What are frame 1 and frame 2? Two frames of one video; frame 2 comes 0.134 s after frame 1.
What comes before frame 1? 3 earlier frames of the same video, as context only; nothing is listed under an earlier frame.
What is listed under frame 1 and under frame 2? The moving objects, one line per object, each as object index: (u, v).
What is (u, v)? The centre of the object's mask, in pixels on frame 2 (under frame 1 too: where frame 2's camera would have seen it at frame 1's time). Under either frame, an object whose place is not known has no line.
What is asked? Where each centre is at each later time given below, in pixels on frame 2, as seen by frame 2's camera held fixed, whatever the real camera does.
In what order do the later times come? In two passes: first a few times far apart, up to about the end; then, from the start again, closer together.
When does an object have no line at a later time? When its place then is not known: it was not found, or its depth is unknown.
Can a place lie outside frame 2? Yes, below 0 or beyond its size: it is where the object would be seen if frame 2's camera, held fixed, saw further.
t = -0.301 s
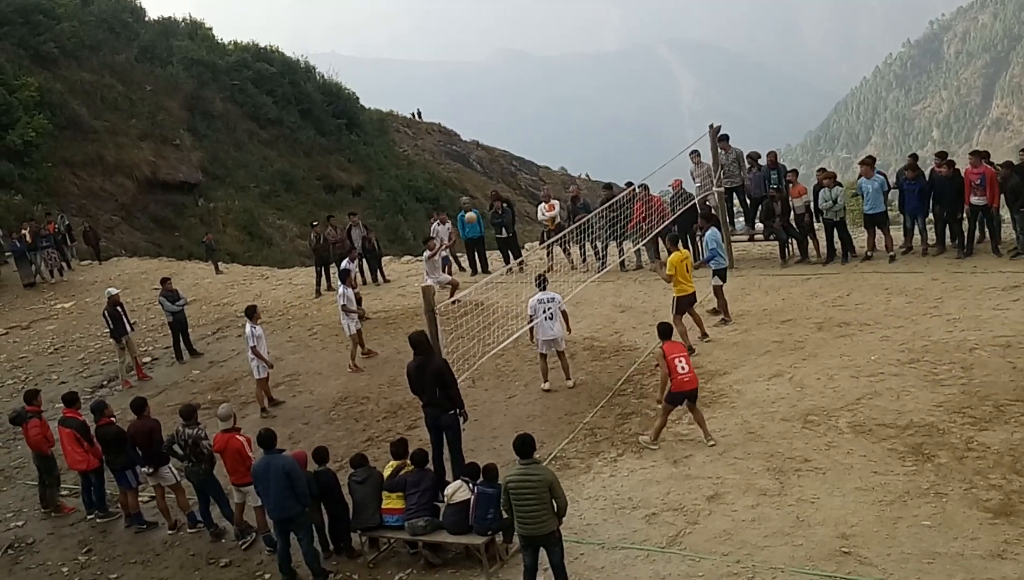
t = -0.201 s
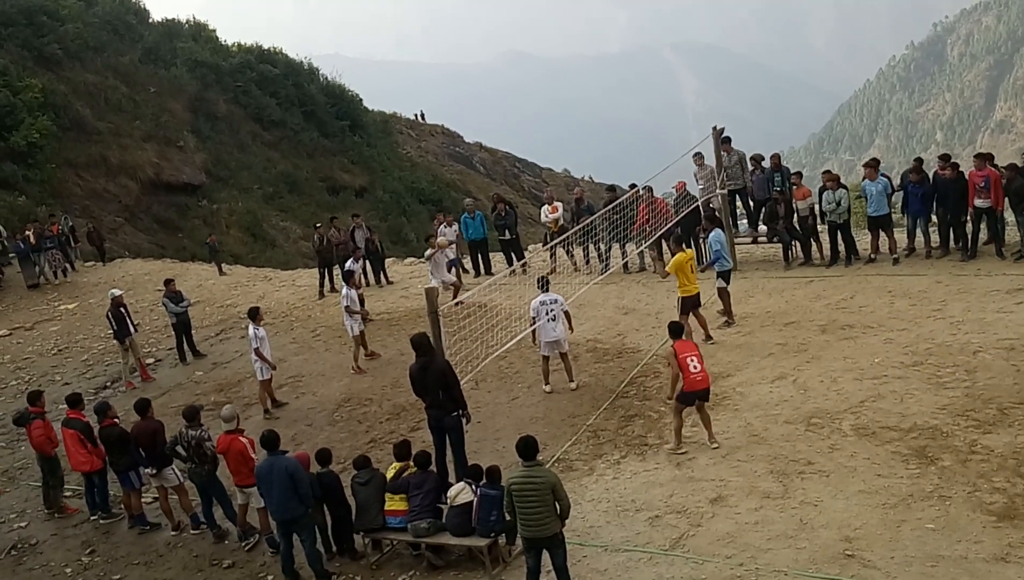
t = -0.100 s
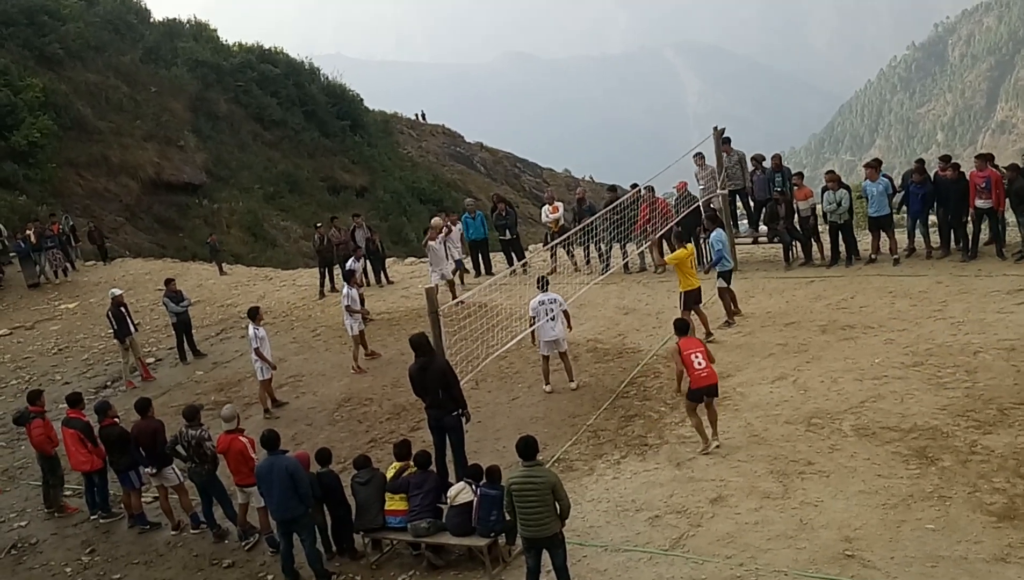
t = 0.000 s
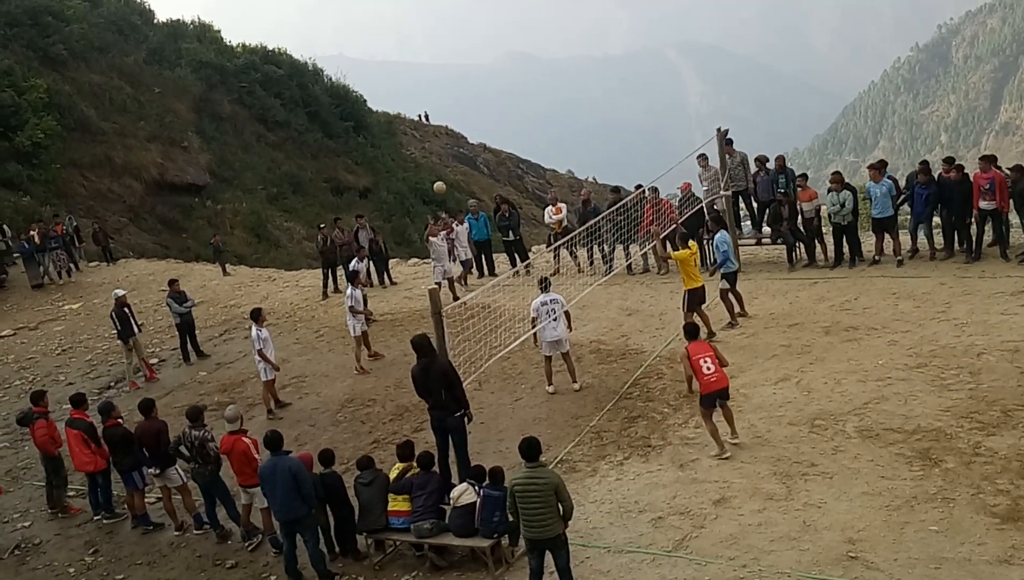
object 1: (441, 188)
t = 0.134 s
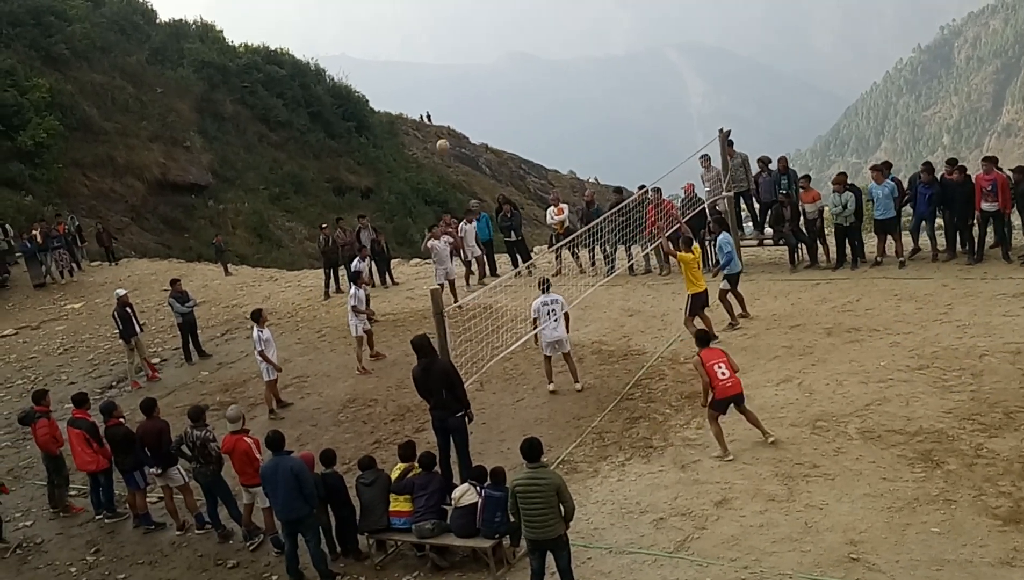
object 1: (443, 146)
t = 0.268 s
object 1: (446, 112)
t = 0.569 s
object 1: (463, 71)
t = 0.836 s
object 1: (489, 84)
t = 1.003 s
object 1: (511, 118)
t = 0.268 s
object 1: (446, 112)
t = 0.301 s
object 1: (448, 105)
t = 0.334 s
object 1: (449, 99)
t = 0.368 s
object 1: (451, 93)
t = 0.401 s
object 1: (452, 88)
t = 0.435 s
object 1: (454, 83)
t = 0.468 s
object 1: (456, 79)
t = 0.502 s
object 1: (458, 76)
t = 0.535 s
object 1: (461, 73)
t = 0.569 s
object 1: (463, 71)
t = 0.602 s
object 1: (466, 70)
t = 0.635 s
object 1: (469, 70)
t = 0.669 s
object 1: (471, 70)
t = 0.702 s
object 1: (475, 71)
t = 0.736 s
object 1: (478, 73)
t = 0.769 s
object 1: (481, 76)
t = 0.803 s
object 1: (486, 79)
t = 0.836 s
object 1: (489, 84)
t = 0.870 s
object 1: (493, 89)
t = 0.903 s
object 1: (497, 95)
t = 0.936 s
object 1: (502, 102)
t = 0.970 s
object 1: (506, 109)
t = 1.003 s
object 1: (511, 118)
